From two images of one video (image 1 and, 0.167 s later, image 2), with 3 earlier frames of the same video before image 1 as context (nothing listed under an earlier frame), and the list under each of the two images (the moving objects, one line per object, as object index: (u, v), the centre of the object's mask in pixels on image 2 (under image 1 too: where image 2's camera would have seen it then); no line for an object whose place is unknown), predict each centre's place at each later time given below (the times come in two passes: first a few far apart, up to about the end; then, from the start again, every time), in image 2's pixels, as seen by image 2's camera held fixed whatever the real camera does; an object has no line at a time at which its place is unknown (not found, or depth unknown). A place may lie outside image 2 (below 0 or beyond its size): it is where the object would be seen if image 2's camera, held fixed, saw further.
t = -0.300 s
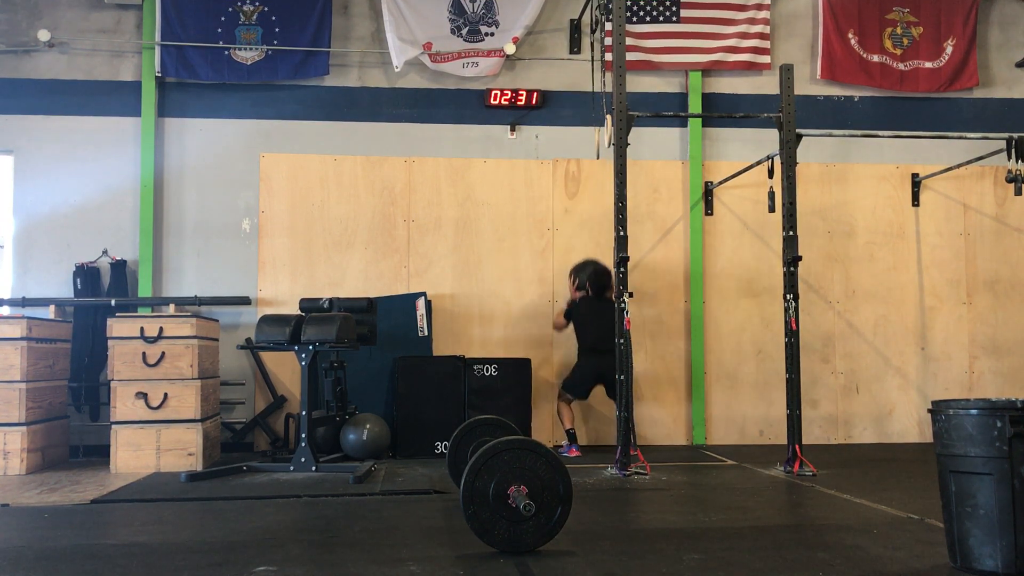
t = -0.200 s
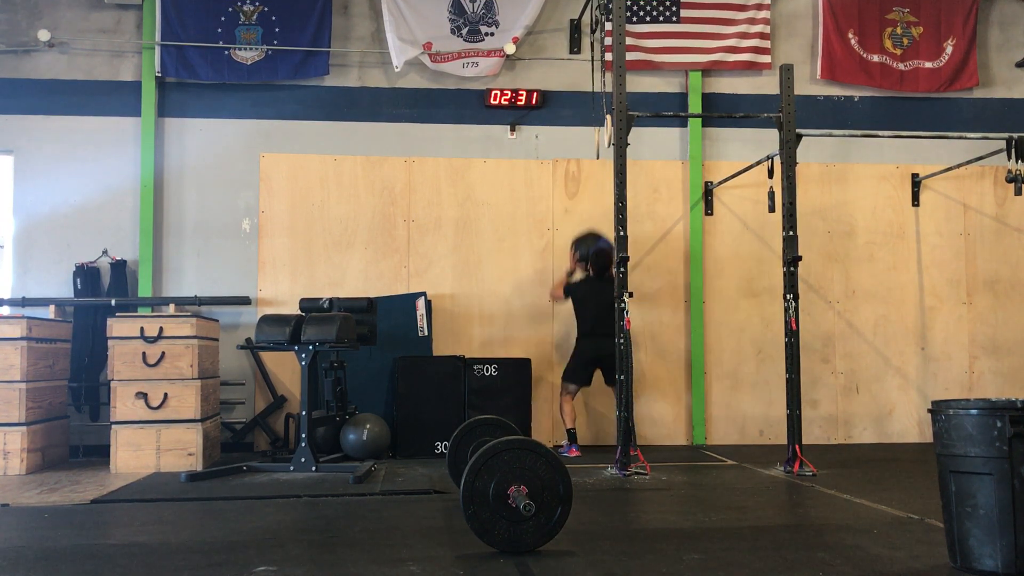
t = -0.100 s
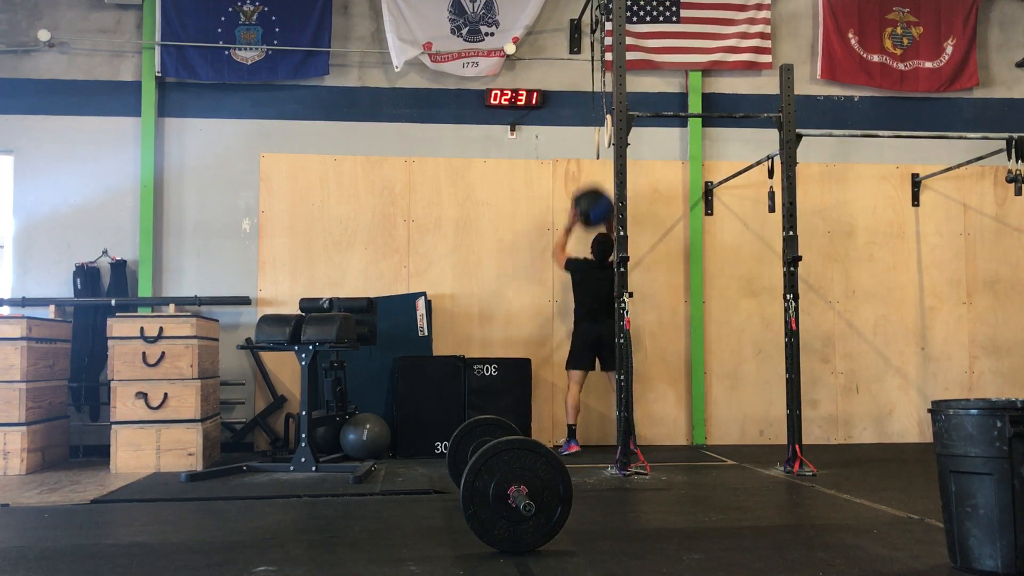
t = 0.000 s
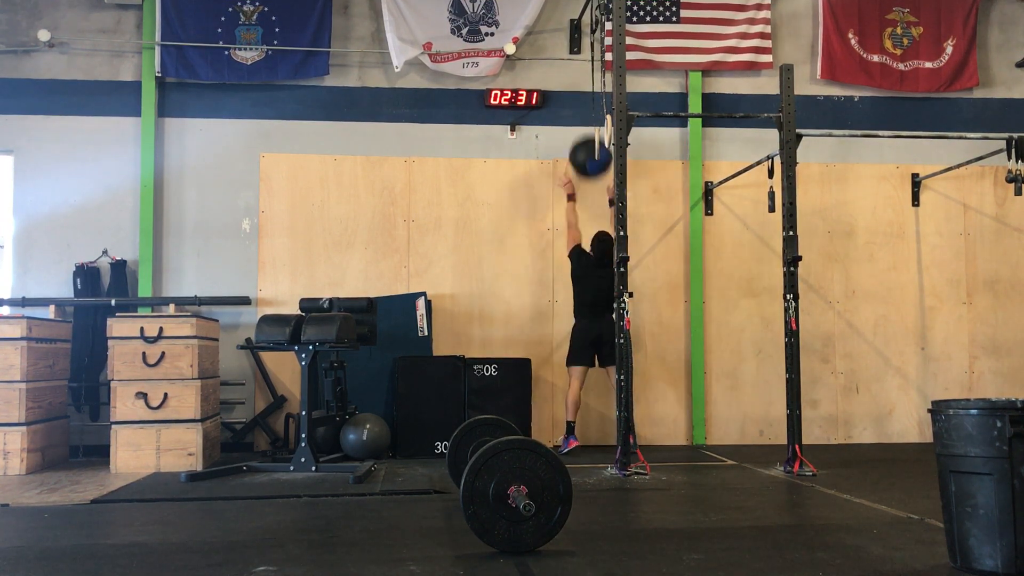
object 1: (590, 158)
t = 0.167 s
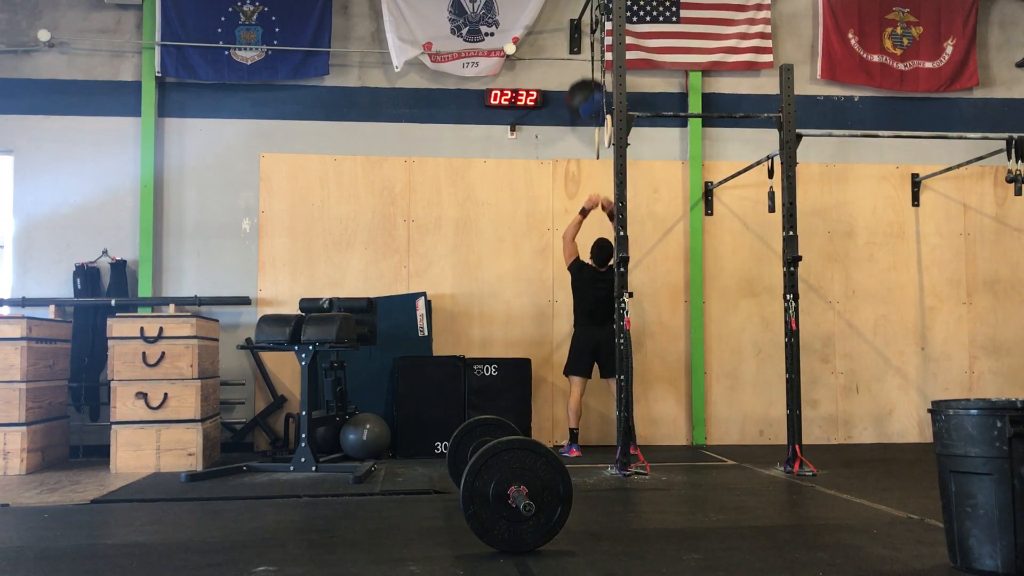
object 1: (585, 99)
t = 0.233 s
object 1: (584, 86)
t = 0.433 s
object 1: (583, 77)
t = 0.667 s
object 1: (582, 117)
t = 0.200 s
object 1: (585, 92)
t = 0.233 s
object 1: (584, 86)
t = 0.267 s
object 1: (584, 81)
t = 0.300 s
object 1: (583, 78)
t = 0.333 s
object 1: (584, 77)
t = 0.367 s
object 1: (583, 76)
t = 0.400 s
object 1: (583, 76)
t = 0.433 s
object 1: (583, 77)
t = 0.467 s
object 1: (583, 79)
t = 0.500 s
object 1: (582, 81)
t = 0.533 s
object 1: (582, 85)
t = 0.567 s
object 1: (582, 92)
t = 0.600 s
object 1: (582, 99)
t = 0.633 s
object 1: (581, 107)
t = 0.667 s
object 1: (582, 117)
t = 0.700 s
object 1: (583, 127)
